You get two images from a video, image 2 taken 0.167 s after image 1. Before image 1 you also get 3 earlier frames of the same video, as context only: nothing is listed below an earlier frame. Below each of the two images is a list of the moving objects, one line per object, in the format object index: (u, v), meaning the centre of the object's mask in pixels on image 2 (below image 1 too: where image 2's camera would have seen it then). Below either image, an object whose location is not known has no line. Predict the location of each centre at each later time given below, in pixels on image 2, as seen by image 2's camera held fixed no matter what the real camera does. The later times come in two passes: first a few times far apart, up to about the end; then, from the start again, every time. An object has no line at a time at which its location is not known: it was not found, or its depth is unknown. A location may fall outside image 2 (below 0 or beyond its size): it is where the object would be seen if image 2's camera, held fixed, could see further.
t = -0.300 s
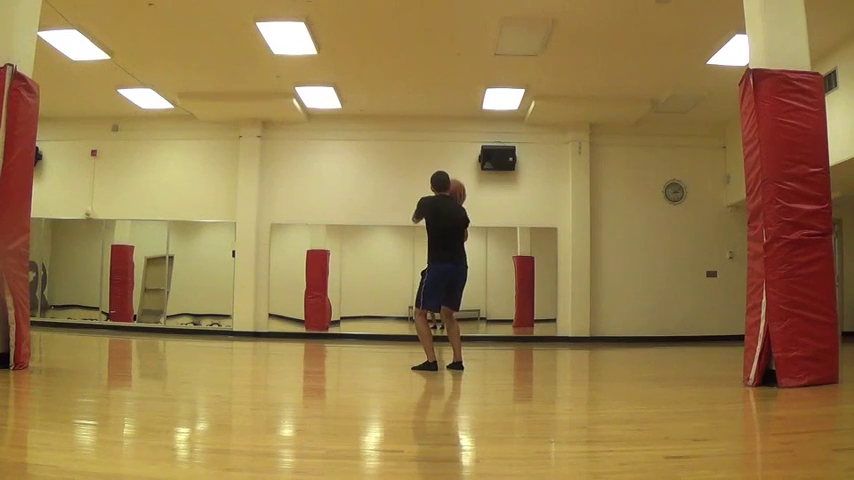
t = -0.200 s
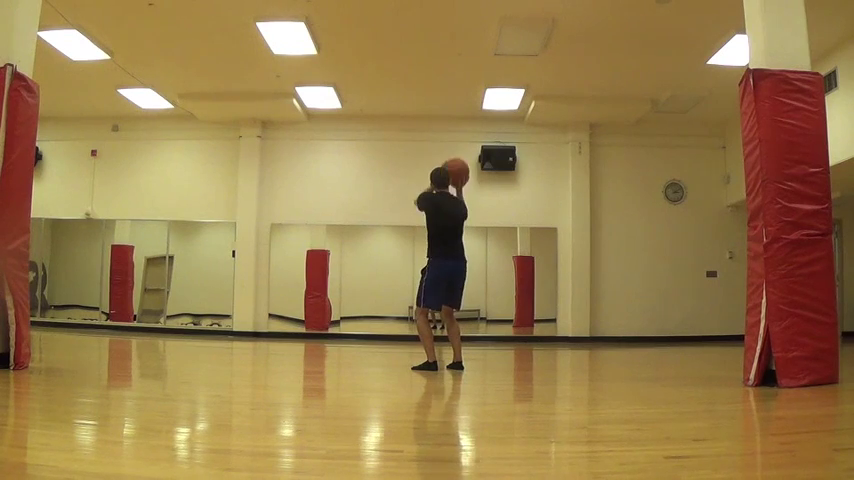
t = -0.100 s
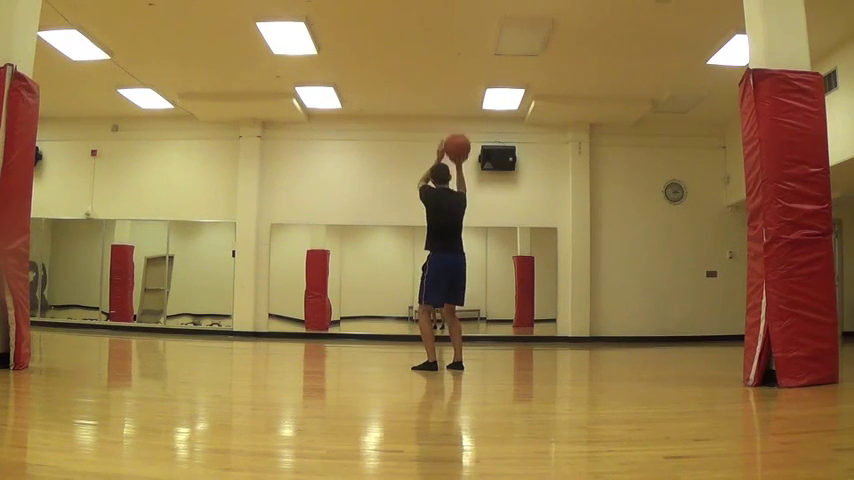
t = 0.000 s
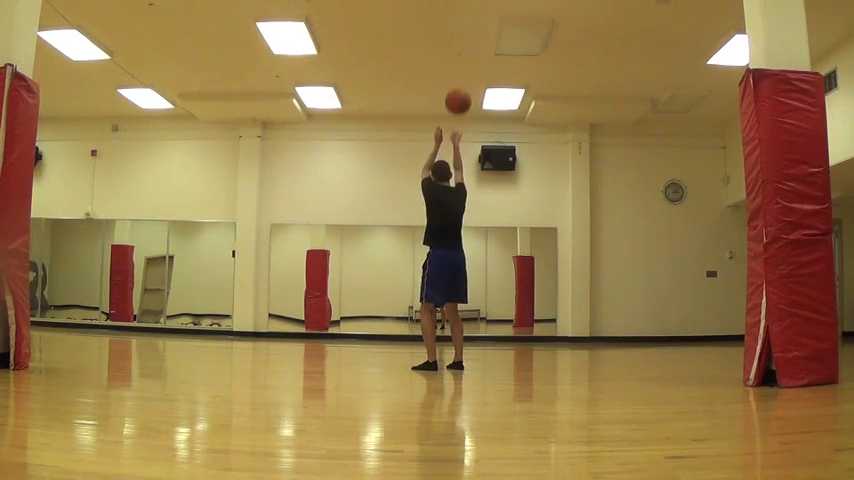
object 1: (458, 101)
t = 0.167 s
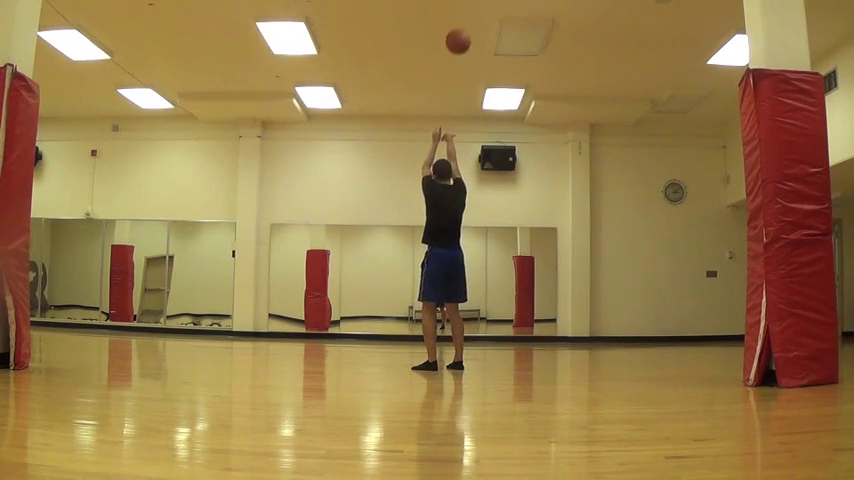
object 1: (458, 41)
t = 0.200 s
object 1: (458, 33)
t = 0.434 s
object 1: (459, 8)
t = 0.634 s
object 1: (459, 24)
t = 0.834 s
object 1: (459, 78)
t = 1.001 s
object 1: (459, 153)
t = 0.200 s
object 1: (458, 33)
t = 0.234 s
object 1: (458, 26)
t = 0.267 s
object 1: (458, 20)
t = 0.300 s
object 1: (458, 15)
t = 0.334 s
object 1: (458, 11)
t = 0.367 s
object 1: (458, 10)
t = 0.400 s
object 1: (458, 9)
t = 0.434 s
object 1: (459, 8)
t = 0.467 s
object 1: (459, 9)
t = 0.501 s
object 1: (459, 9)
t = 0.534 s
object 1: (459, 11)
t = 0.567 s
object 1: (459, 14)
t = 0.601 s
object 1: (459, 19)
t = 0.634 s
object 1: (459, 24)
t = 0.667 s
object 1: (459, 31)
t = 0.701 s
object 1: (459, 38)
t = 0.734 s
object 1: (459, 47)
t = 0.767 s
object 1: (459, 56)
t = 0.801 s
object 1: (459, 67)
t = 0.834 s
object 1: (459, 78)
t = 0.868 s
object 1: (459, 91)
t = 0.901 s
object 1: (459, 105)
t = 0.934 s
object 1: (459, 120)
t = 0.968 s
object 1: (459, 136)
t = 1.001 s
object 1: (459, 153)
